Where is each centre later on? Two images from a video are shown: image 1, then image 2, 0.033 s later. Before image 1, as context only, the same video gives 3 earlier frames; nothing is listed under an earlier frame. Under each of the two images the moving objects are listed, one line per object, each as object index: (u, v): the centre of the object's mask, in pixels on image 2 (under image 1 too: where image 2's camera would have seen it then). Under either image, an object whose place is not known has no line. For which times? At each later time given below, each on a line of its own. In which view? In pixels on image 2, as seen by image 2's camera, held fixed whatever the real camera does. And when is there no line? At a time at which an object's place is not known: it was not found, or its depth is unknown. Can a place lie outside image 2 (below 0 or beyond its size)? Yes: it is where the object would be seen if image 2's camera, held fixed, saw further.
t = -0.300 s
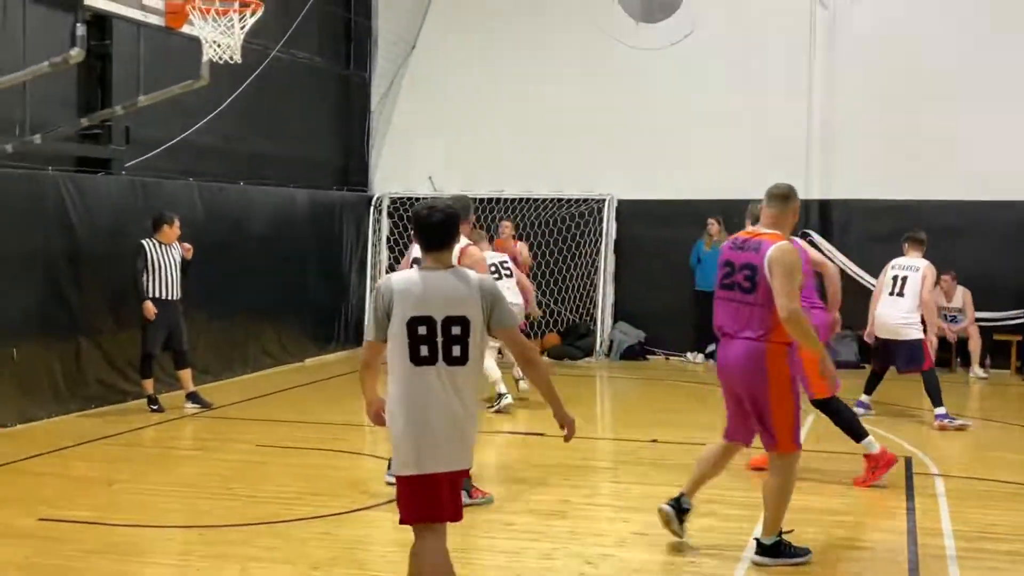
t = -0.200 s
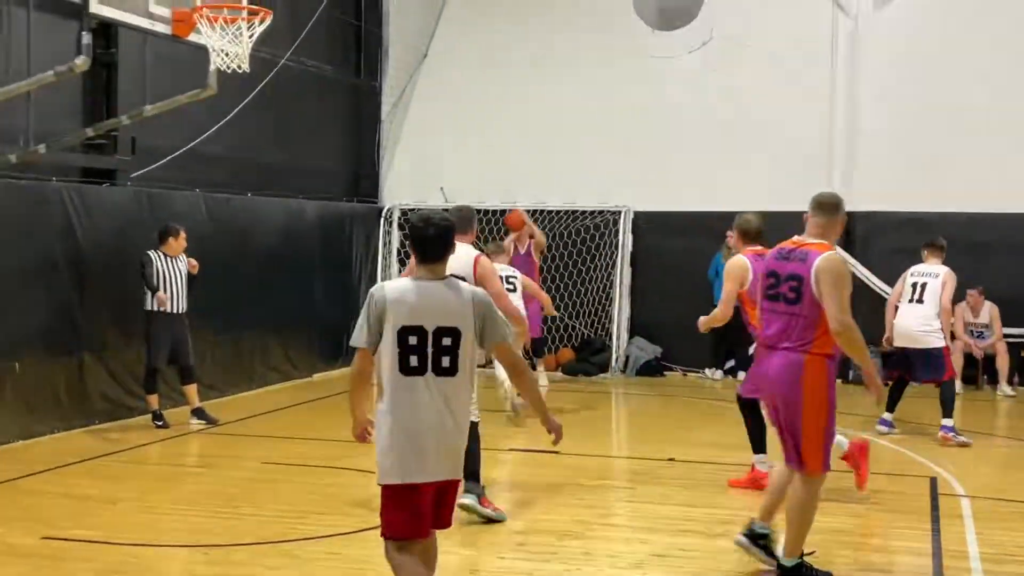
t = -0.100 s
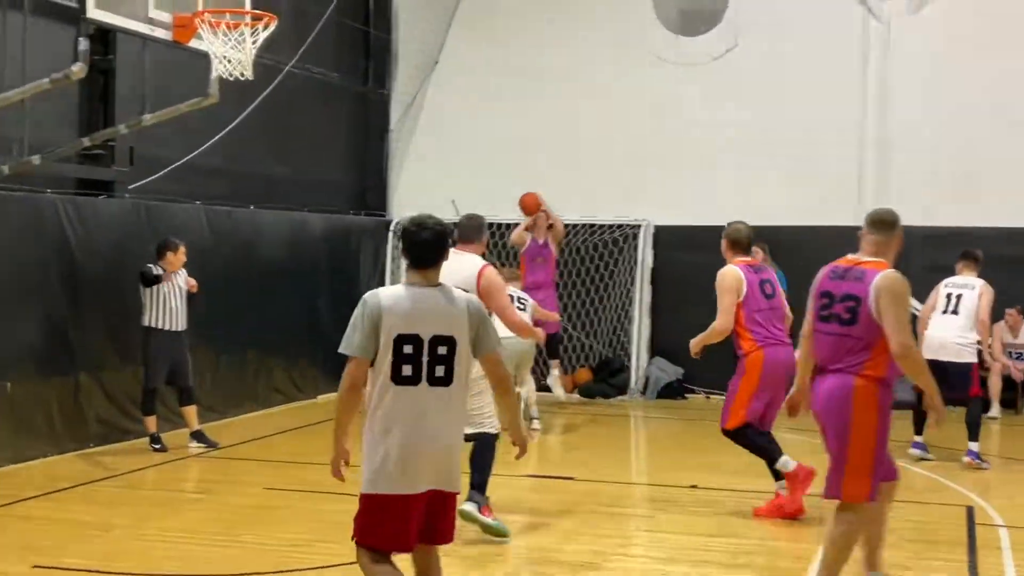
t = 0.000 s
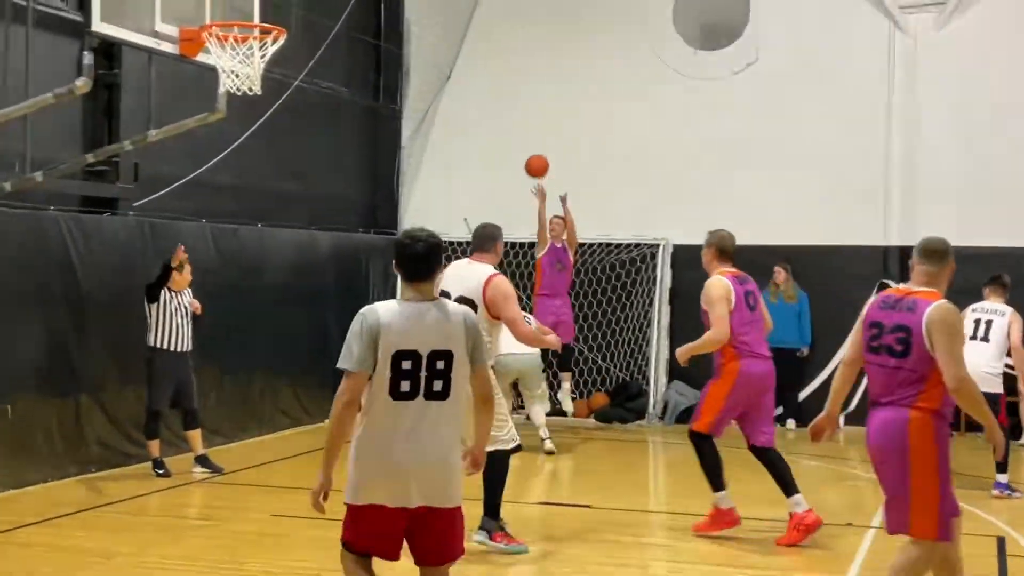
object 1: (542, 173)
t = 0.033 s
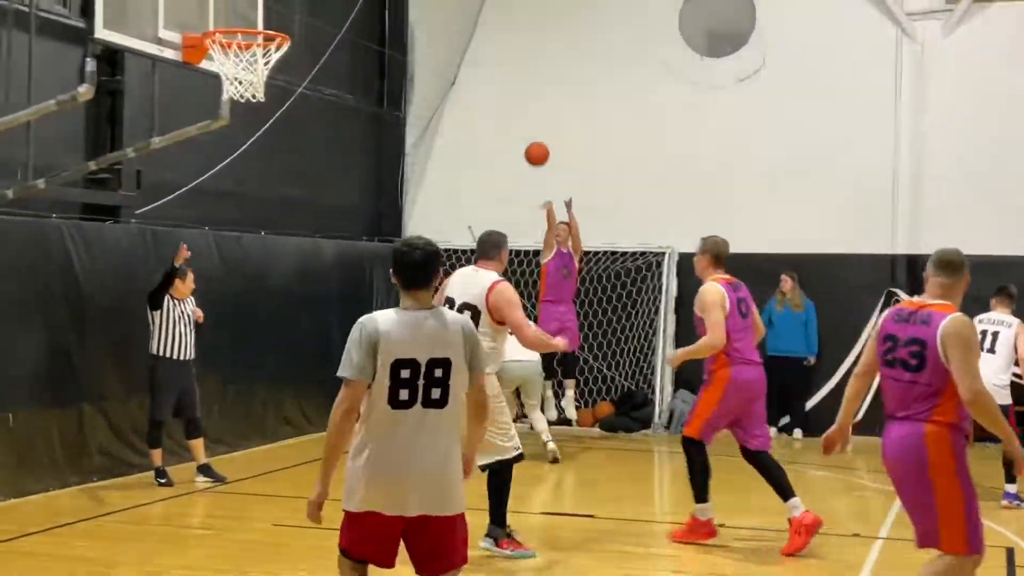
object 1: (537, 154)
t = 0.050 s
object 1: (534, 143)
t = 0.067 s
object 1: (532, 134)
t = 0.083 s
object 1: (529, 124)
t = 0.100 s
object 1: (527, 114)
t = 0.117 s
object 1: (524, 105)
